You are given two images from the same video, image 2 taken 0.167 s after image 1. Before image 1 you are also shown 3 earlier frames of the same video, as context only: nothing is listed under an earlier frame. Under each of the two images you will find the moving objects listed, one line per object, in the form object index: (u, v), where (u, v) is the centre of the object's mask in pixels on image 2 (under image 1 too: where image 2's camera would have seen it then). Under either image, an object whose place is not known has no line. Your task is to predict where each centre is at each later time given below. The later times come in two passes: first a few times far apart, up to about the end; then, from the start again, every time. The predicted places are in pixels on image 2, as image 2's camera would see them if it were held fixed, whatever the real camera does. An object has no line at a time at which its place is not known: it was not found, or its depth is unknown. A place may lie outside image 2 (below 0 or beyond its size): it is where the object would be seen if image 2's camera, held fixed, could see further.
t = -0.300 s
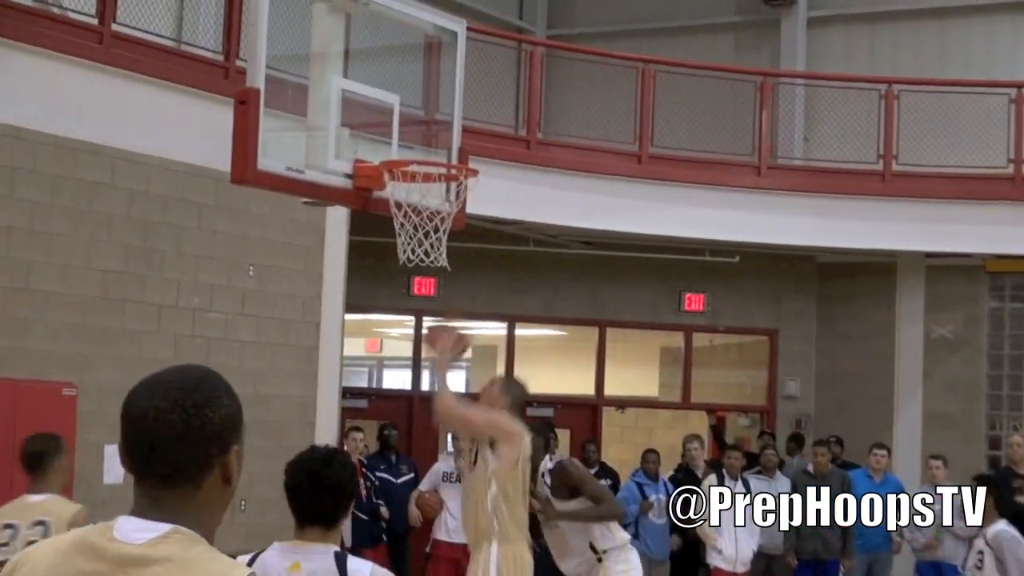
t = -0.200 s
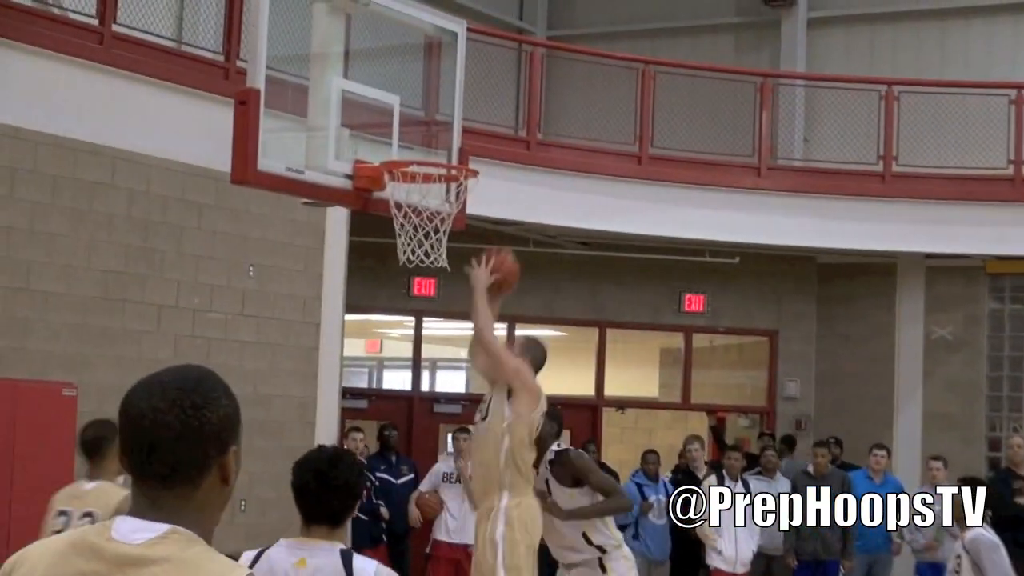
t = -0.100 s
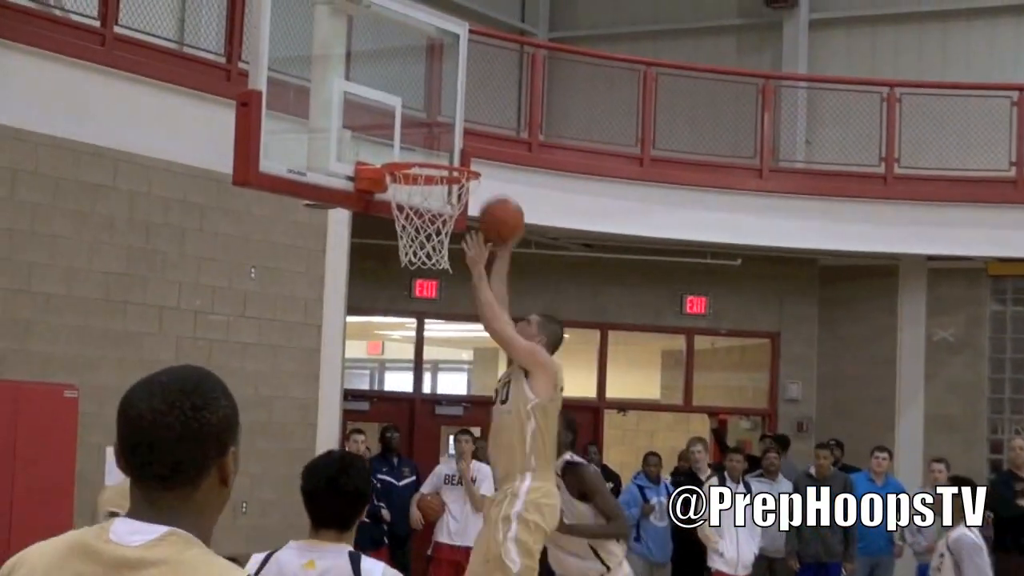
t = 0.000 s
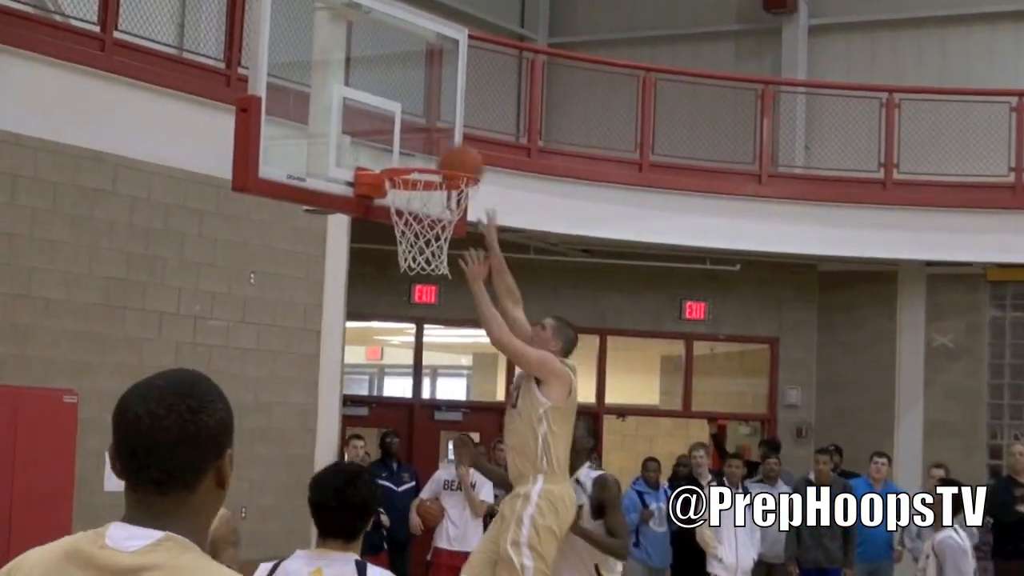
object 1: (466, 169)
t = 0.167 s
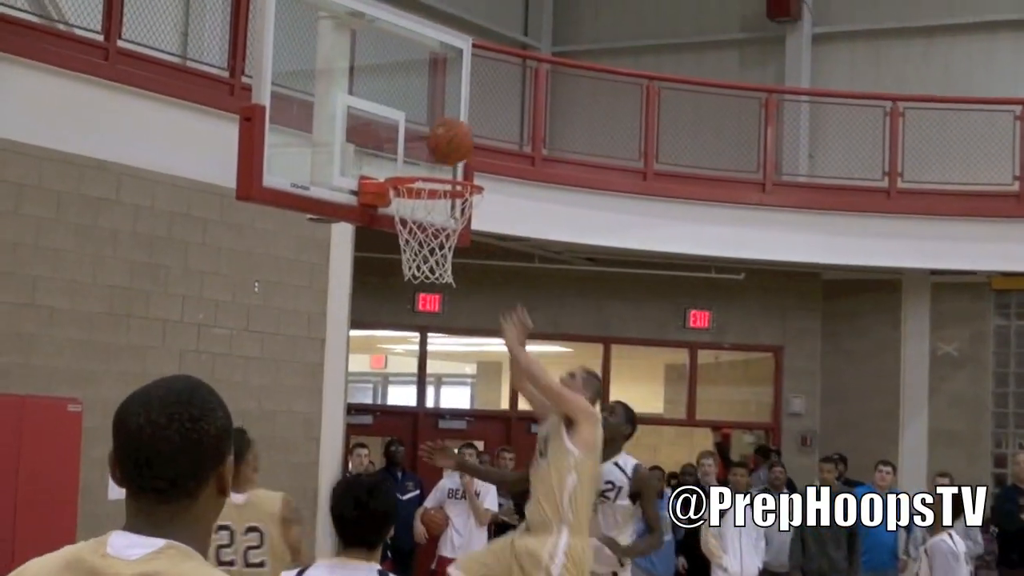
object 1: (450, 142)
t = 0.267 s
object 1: (462, 153)
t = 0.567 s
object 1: (446, 166)
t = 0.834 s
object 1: (399, 224)
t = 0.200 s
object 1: (454, 142)
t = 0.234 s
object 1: (458, 146)
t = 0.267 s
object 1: (462, 153)
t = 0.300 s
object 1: (469, 161)
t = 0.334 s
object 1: (470, 164)
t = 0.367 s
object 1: (467, 160)
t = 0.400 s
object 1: (464, 158)
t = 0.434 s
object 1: (461, 158)
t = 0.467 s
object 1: (457, 158)
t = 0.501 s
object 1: (452, 158)
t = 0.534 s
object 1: (449, 161)
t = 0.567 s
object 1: (446, 166)
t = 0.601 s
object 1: (440, 165)
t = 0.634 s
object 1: (434, 166)
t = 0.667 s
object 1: (430, 177)
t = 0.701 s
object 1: (423, 187)
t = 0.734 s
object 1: (417, 199)
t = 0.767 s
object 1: (410, 209)
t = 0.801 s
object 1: (403, 216)
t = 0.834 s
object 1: (399, 224)
